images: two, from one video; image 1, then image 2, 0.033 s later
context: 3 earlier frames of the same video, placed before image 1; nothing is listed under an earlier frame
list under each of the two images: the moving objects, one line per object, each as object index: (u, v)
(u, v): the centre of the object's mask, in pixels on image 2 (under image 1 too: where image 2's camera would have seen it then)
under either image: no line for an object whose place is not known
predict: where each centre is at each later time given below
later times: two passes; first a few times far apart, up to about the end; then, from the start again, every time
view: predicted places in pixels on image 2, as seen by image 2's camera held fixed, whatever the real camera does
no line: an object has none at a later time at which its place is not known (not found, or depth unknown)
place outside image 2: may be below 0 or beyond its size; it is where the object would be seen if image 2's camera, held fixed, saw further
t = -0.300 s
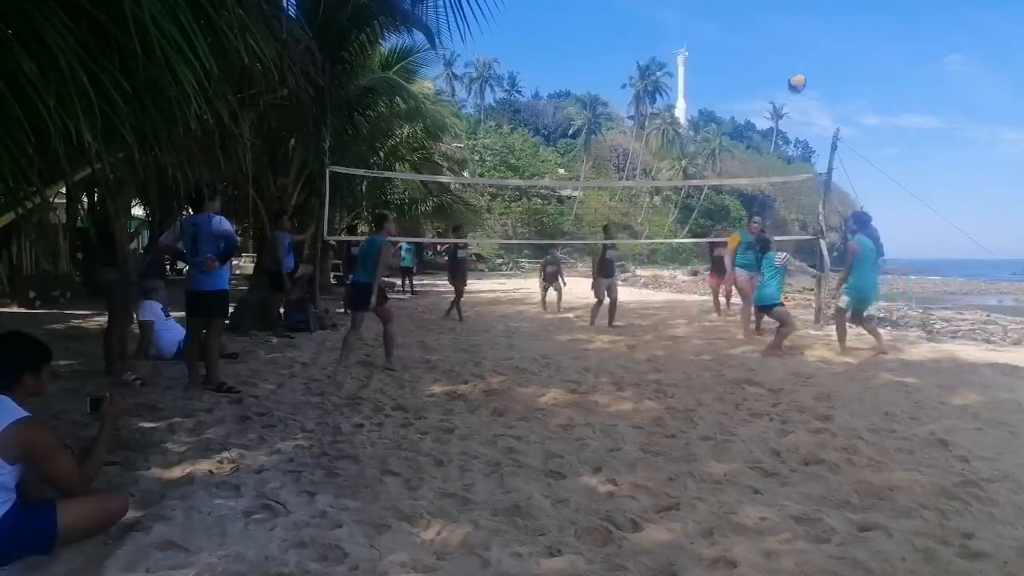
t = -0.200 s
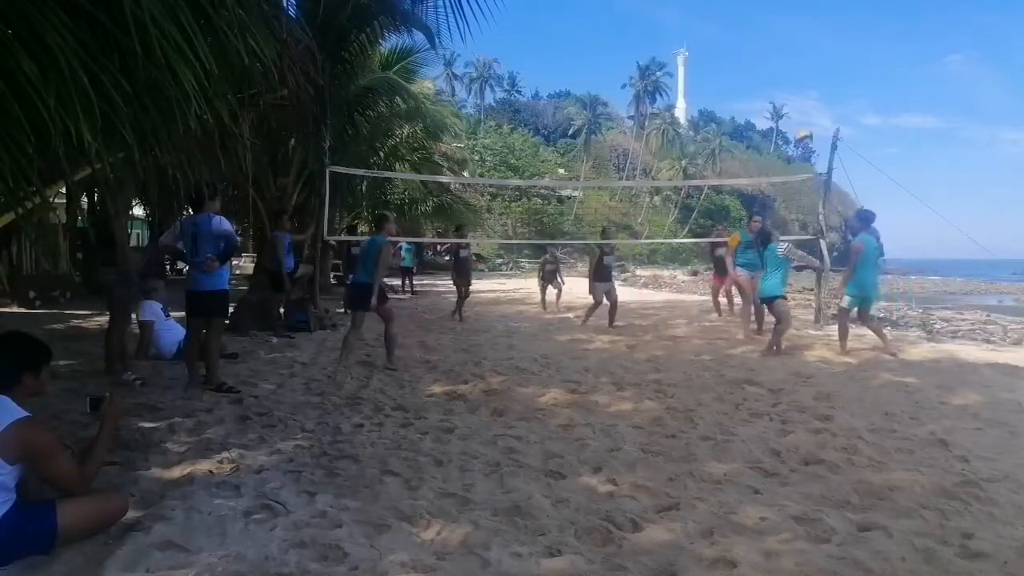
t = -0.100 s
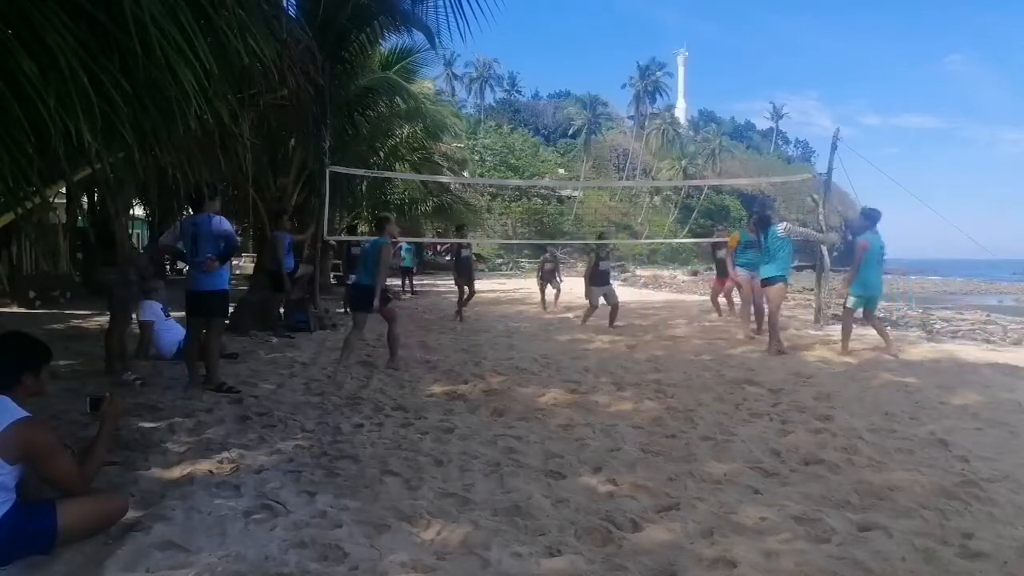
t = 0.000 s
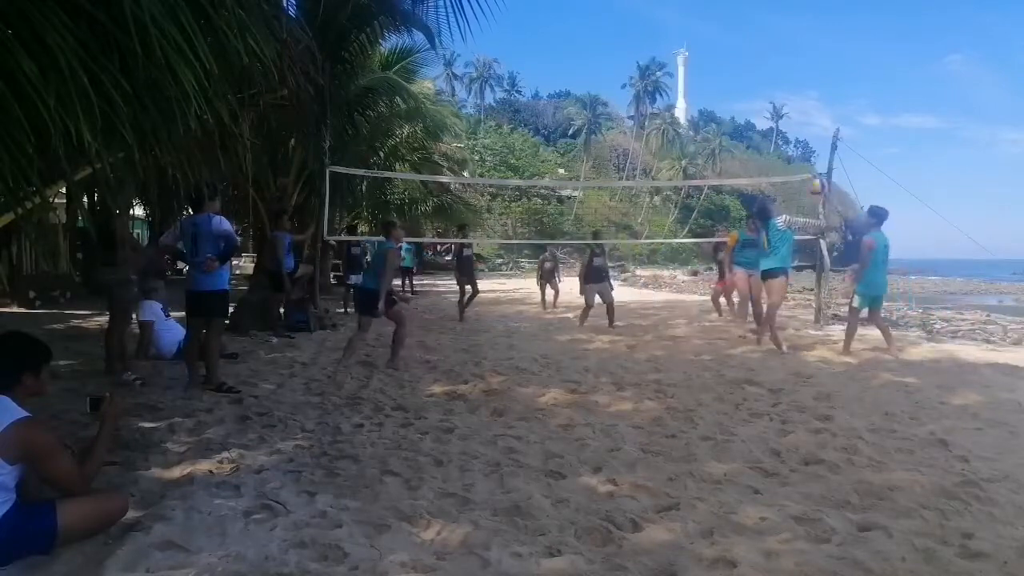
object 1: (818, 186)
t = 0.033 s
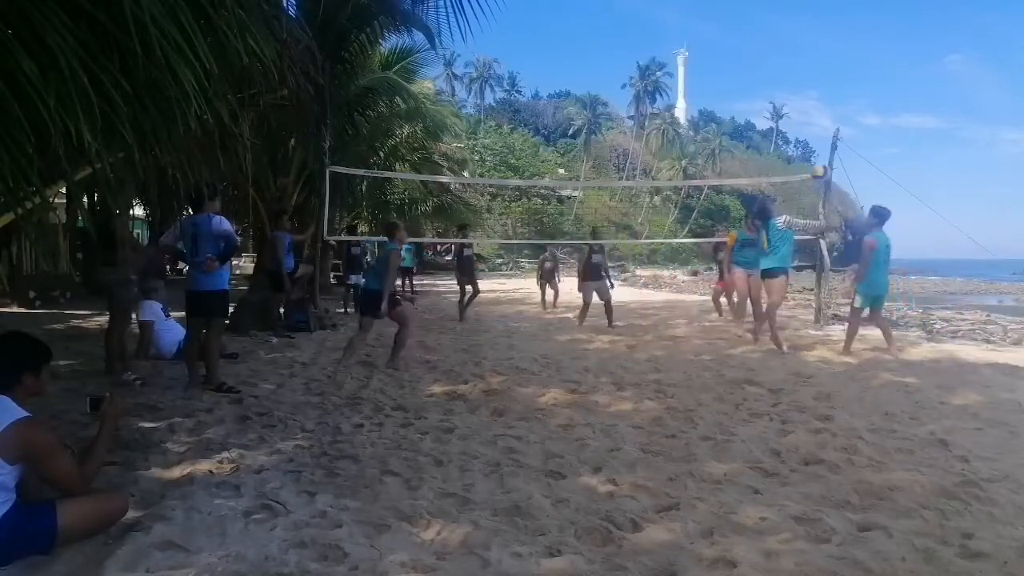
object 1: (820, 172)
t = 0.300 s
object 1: (838, 98)
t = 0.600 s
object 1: (858, 90)
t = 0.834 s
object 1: (871, 140)
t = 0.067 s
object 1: (821, 161)
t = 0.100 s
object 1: (824, 149)
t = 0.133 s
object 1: (826, 138)
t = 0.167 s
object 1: (827, 127)
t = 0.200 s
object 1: (832, 119)
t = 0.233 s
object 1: (834, 111)
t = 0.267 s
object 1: (837, 104)
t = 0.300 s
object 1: (838, 98)
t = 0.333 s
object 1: (841, 94)
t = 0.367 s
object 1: (843, 90)
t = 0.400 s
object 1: (846, 87)
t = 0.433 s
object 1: (849, 85)
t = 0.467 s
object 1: (850, 84)
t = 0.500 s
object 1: (853, 84)
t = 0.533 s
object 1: (854, 85)
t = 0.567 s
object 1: (857, 87)
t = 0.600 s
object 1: (858, 90)
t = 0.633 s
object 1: (861, 95)
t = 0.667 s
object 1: (862, 100)
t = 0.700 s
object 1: (864, 106)
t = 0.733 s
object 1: (866, 113)
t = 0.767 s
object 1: (867, 121)
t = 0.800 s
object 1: (870, 130)
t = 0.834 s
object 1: (871, 140)
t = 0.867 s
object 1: (873, 150)
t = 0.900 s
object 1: (875, 162)
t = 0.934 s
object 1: (877, 175)
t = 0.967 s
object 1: (879, 187)
